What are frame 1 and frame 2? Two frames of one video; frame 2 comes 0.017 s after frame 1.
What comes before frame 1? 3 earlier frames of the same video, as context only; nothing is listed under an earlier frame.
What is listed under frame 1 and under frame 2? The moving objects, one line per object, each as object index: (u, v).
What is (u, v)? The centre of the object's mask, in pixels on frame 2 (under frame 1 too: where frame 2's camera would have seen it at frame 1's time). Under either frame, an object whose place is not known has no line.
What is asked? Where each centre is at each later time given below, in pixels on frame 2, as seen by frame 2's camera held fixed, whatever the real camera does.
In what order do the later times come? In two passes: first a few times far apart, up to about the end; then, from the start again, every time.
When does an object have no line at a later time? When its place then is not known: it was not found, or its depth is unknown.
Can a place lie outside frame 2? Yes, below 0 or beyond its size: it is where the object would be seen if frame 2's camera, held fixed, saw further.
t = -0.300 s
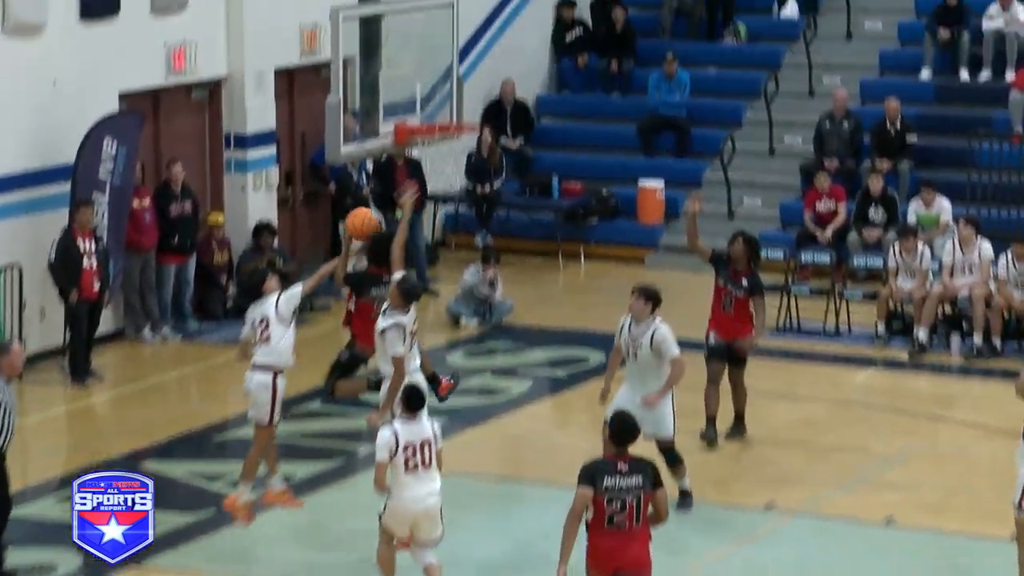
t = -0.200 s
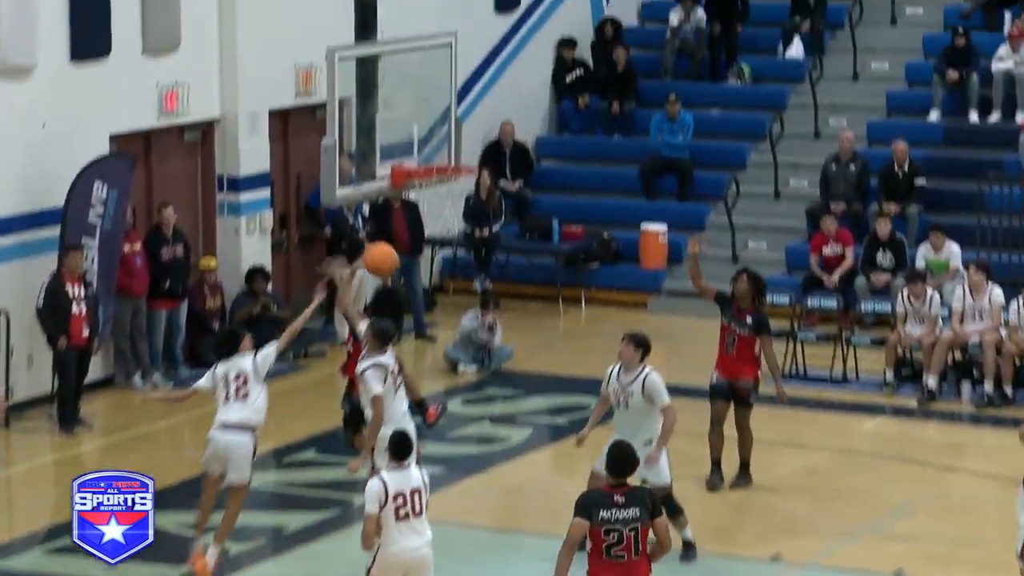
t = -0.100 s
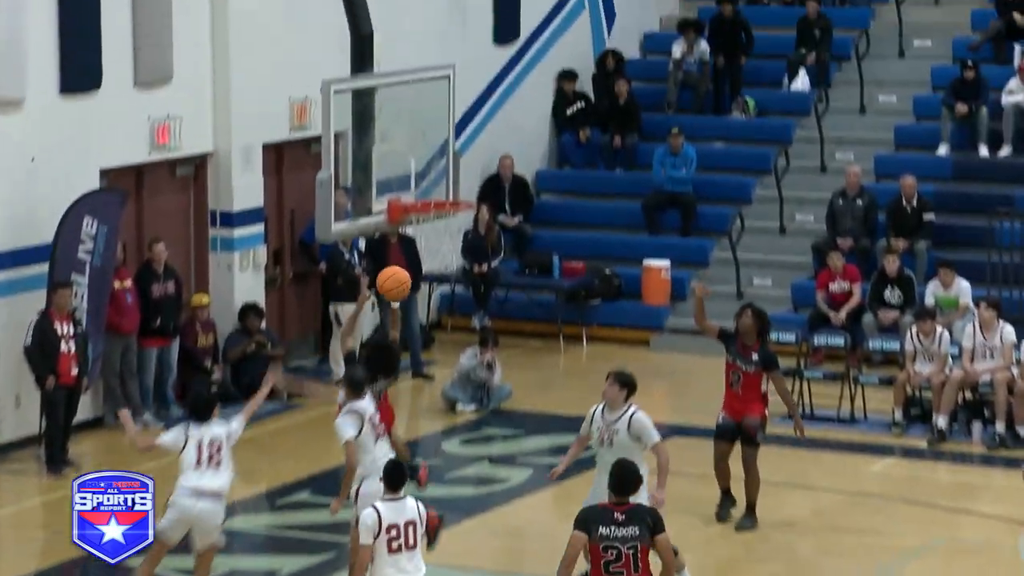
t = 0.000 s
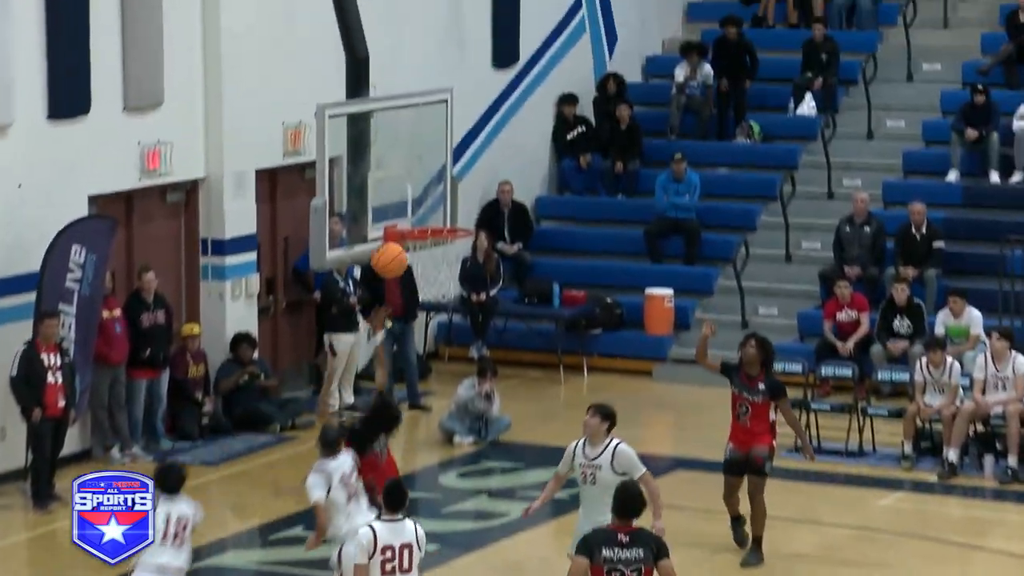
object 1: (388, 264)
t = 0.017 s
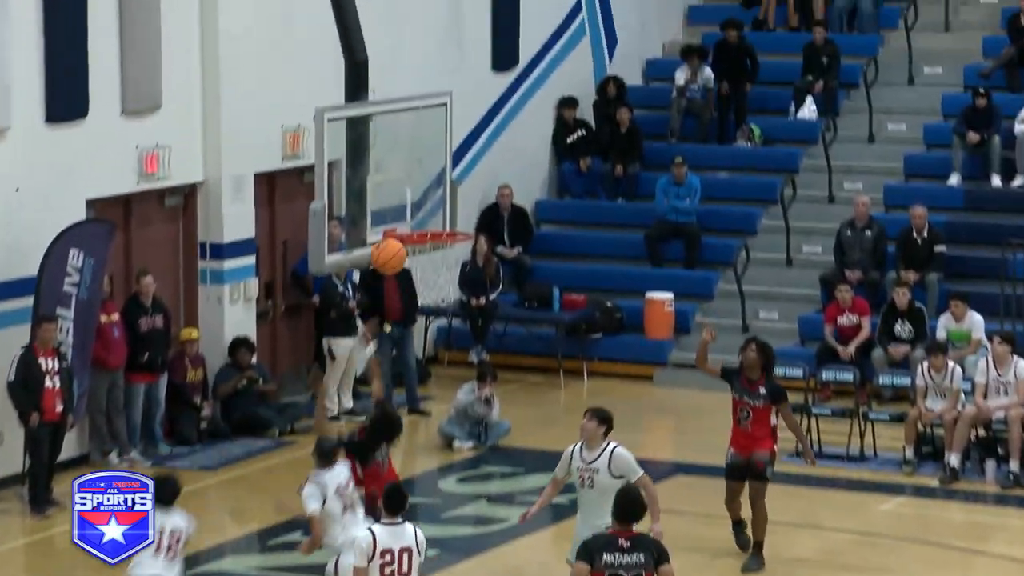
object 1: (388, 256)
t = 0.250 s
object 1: (384, 184)
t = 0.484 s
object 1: (427, 211)
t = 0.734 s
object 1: (462, 281)
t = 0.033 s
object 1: (388, 247)
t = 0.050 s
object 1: (388, 241)
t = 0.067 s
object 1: (388, 234)
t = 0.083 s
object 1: (387, 227)
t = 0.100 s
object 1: (387, 220)
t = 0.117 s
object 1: (386, 215)
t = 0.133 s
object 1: (386, 209)
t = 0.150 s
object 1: (385, 205)
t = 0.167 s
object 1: (385, 200)
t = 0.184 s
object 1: (385, 196)
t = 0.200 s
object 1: (385, 192)
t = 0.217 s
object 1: (385, 189)
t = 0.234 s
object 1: (384, 186)
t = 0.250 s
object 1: (384, 184)
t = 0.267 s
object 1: (386, 183)
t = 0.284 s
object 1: (389, 183)
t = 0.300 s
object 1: (393, 183)
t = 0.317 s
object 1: (396, 184)
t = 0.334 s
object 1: (399, 185)
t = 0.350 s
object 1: (402, 186)
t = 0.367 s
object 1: (405, 188)
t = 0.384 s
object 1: (408, 190)
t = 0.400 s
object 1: (411, 192)
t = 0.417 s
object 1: (415, 196)
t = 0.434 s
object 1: (418, 199)
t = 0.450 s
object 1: (421, 203)
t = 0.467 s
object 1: (424, 207)
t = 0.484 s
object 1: (427, 211)
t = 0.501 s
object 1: (430, 216)
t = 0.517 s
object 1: (433, 221)
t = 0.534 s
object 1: (436, 225)
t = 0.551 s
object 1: (439, 232)
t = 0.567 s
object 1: (443, 239)
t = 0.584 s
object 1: (446, 247)
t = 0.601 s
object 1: (448, 255)
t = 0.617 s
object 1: (451, 259)
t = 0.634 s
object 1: (454, 264)
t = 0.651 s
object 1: (456, 267)
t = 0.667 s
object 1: (458, 271)
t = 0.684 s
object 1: (460, 274)
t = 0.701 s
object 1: (460, 275)
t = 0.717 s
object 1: (461, 278)
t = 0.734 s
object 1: (462, 281)
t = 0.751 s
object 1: (464, 284)
